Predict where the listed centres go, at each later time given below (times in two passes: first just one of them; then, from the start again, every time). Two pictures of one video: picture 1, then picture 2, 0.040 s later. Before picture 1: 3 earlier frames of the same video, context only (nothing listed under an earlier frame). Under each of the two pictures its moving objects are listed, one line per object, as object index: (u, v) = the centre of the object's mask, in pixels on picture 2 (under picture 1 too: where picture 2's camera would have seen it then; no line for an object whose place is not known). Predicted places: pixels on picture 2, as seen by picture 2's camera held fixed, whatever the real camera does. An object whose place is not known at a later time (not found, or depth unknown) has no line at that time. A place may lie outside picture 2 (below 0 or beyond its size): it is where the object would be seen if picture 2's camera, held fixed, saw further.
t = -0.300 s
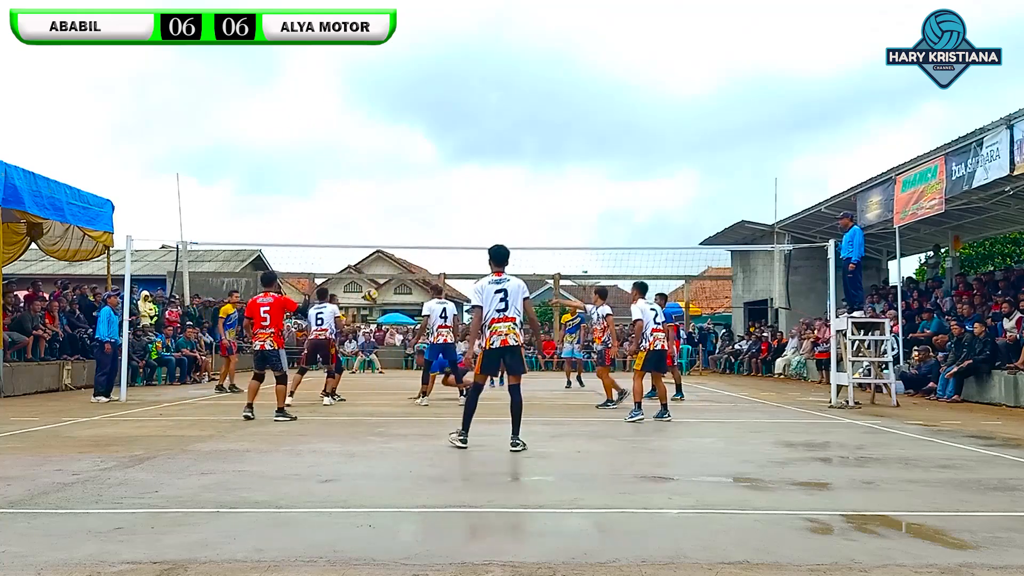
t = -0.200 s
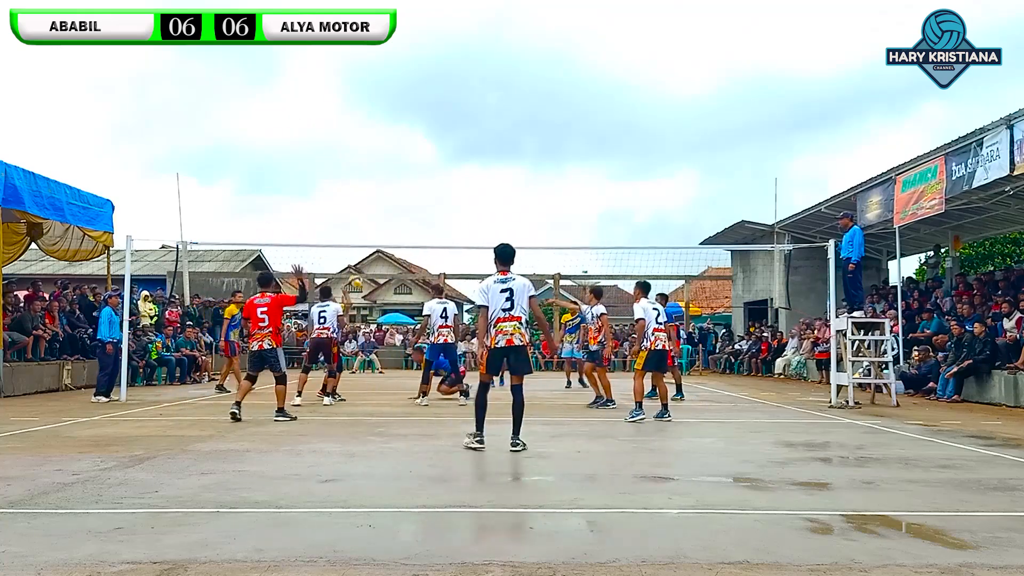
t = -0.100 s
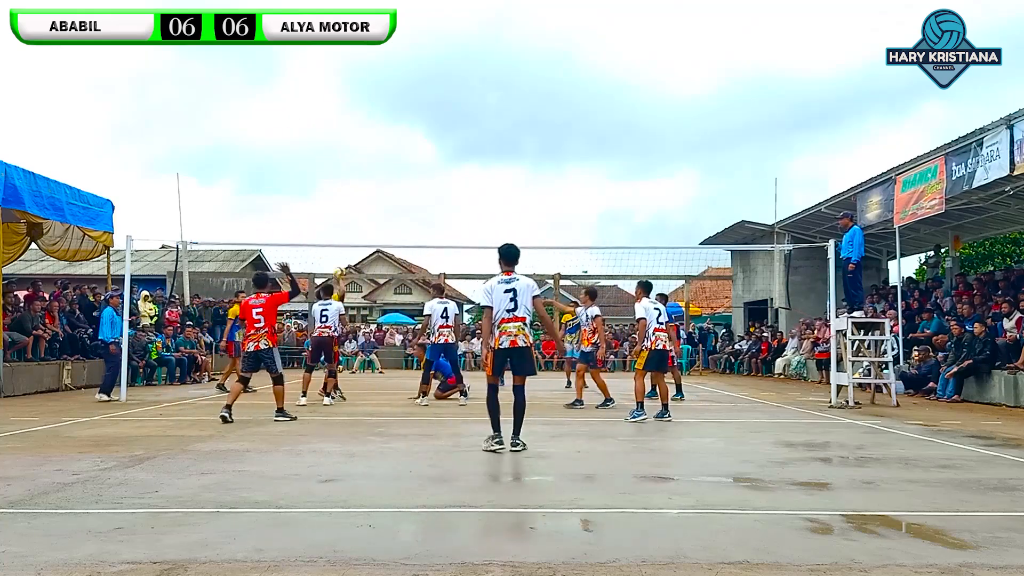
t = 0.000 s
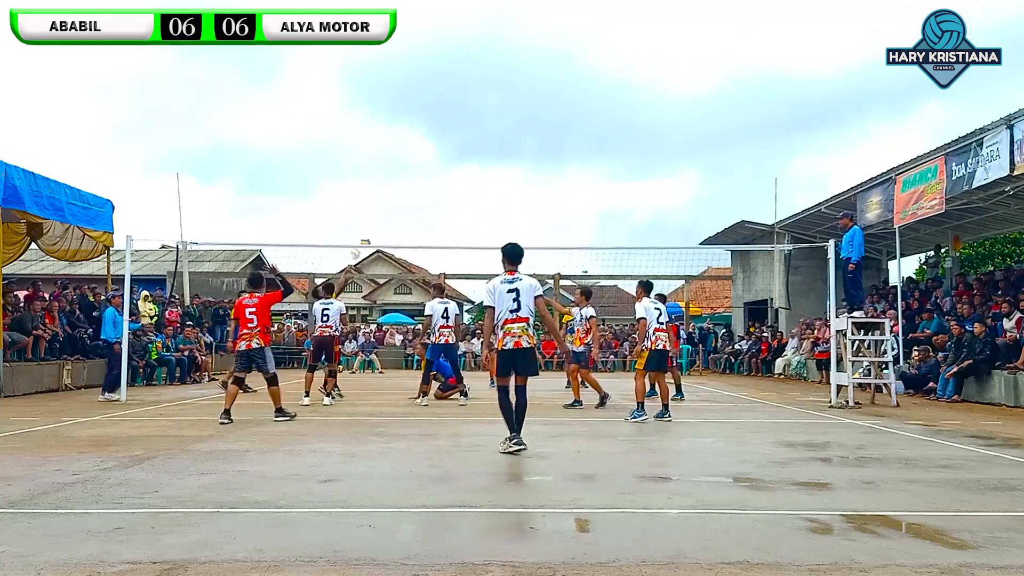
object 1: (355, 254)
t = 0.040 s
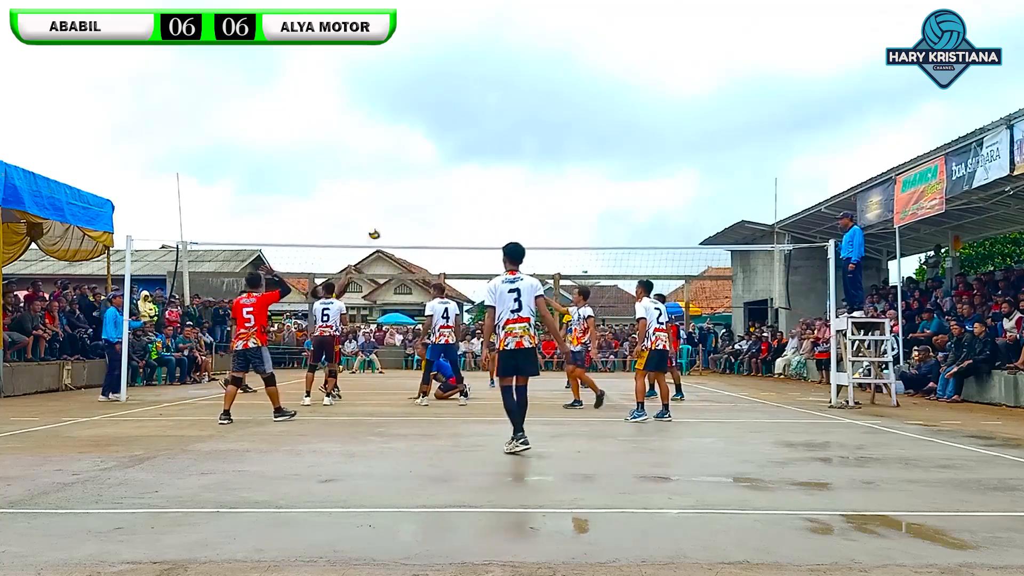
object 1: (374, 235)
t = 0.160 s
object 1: (411, 205)
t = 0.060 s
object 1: (381, 230)
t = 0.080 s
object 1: (386, 224)
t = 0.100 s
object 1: (392, 218)
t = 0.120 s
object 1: (398, 214)
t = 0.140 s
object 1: (404, 209)
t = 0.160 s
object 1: (411, 205)
